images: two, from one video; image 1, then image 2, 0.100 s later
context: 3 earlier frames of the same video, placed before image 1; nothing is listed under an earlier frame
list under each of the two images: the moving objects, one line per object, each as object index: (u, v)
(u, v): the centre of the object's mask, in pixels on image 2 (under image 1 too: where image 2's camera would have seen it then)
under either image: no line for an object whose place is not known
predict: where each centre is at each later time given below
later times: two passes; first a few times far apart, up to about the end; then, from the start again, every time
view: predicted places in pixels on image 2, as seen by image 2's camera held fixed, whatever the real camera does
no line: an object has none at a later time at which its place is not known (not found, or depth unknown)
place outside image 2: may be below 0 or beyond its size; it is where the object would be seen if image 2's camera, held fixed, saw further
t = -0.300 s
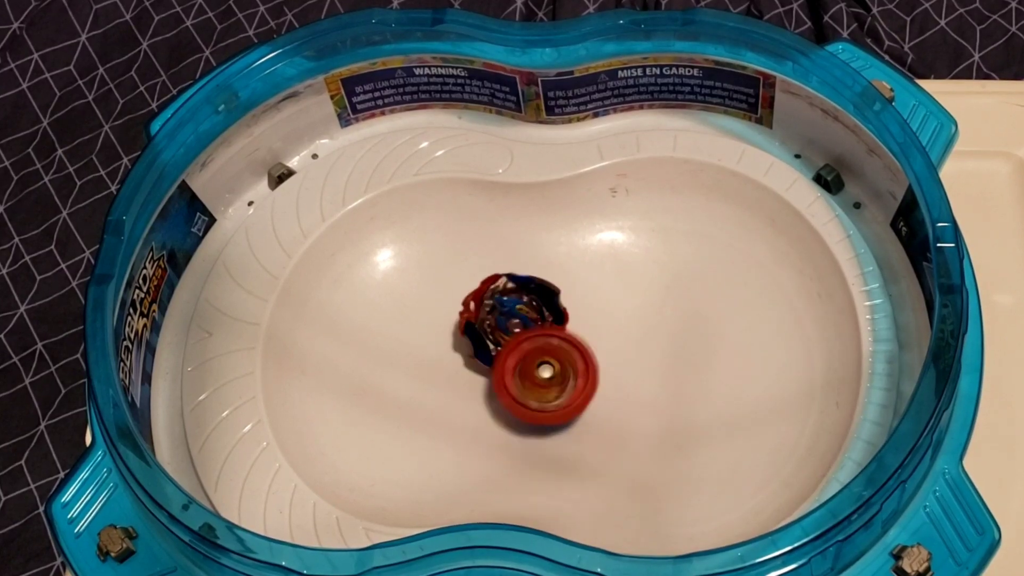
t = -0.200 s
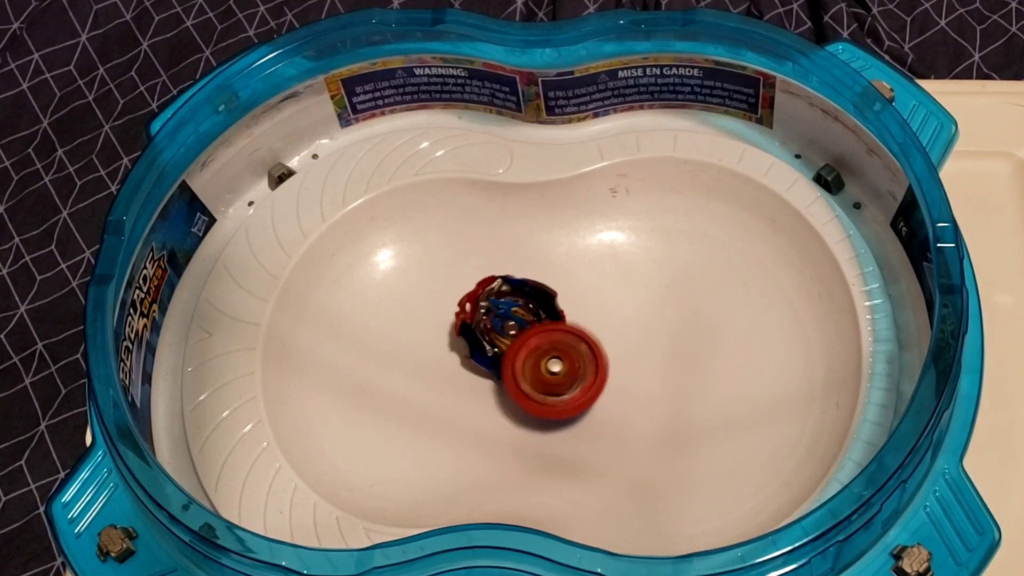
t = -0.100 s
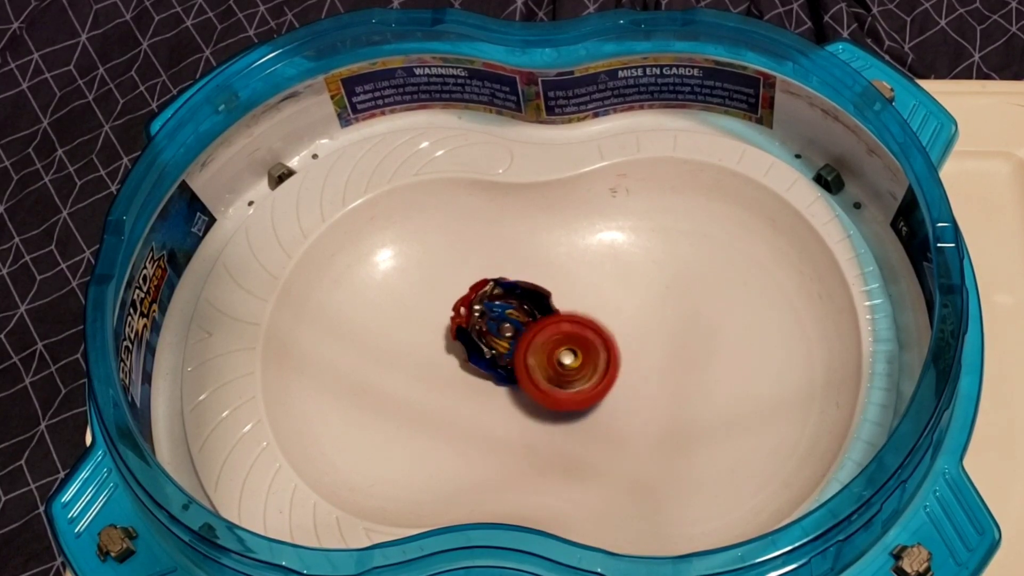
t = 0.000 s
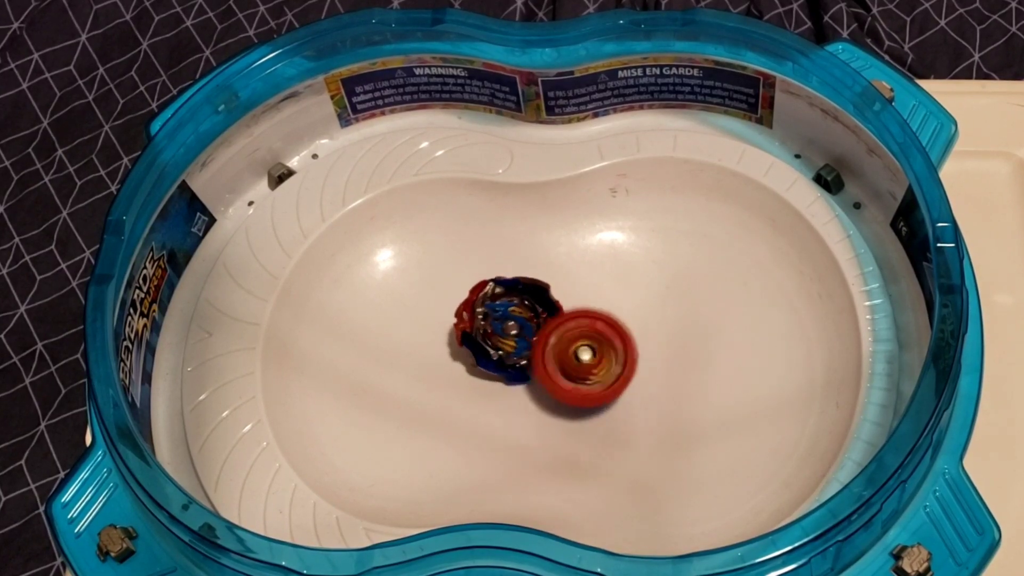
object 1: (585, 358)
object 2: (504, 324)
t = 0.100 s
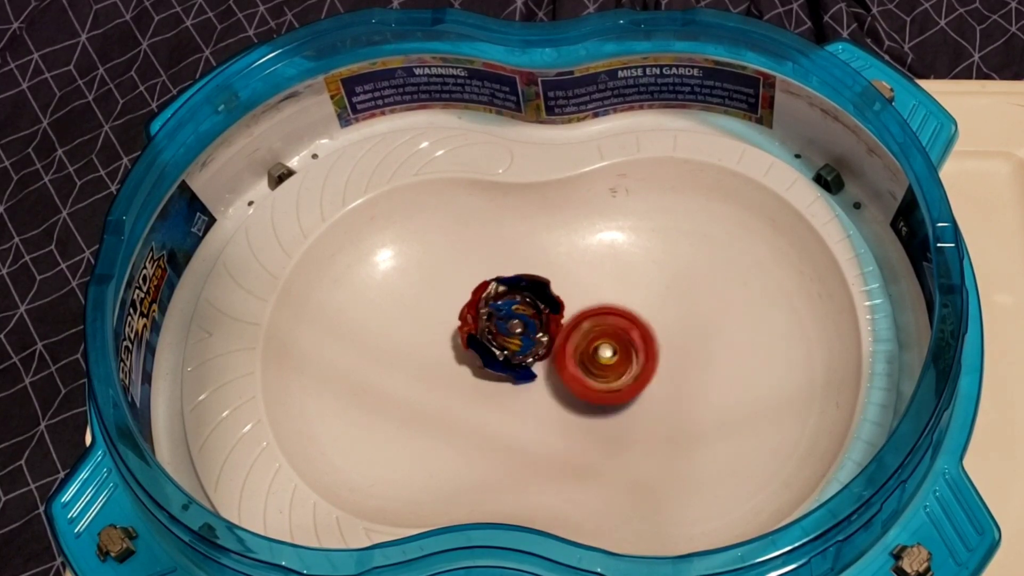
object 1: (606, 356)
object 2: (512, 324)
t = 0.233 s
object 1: (642, 359)
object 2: (512, 324)
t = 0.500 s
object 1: (717, 356)
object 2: (507, 329)
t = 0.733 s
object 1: (711, 341)
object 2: (505, 330)
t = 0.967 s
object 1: (648, 344)
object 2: (510, 327)
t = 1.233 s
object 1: (586, 347)
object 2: (504, 326)
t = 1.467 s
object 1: (573, 349)
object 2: (499, 326)
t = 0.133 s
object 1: (614, 356)
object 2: (512, 324)
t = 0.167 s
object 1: (623, 356)
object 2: (513, 324)
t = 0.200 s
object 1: (632, 358)
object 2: (513, 324)
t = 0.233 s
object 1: (642, 359)
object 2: (512, 324)
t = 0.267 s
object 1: (653, 360)
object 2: (512, 324)
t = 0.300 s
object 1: (664, 362)
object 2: (512, 324)
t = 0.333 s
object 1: (672, 362)
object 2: (511, 325)
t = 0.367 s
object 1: (684, 360)
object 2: (511, 326)
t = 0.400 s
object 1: (694, 361)
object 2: (510, 327)
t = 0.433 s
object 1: (701, 360)
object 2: (509, 328)
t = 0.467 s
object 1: (709, 357)
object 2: (508, 329)
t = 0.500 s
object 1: (717, 356)
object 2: (507, 329)
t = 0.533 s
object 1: (720, 352)
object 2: (506, 329)
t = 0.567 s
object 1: (725, 350)
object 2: (505, 330)
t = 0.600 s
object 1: (724, 347)
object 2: (505, 330)
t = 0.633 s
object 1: (725, 346)
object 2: (505, 330)
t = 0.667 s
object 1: (720, 343)
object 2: (505, 330)
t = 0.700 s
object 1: (718, 342)
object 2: (505, 330)
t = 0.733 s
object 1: (711, 341)
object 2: (505, 330)
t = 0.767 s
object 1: (704, 340)
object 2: (506, 330)
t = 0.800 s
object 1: (696, 339)
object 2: (506, 330)
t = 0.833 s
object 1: (686, 340)
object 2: (507, 329)
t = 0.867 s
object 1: (677, 340)
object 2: (508, 328)
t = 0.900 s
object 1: (666, 341)
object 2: (509, 328)
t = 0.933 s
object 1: (657, 341)
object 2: (509, 327)
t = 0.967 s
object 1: (648, 344)
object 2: (510, 327)
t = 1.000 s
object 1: (637, 345)
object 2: (510, 326)
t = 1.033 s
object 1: (629, 347)
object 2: (511, 326)
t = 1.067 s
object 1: (620, 348)
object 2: (511, 326)
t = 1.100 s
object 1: (611, 348)
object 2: (511, 326)
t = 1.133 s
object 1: (605, 348)
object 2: (510, 326)
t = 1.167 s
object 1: (598, 349)
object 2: (508, 326)
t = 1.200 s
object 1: (592, 347)
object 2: (506, 326)
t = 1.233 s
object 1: (586, 347)
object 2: (504, 326)
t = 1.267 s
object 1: (581, 346)
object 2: (502, 327)
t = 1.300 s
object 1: (576, 346)
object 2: (500, 326)
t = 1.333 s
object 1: (573, 346)
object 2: (501, 323)
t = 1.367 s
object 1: (571, 347)
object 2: (501, 321)
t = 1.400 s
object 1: (572, 347)
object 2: (501, 322)
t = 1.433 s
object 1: (572, 350)
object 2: (500, 323)
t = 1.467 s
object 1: (573, 349)
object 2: (499, 326)
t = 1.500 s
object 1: (576, 351)
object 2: (498, 329)
